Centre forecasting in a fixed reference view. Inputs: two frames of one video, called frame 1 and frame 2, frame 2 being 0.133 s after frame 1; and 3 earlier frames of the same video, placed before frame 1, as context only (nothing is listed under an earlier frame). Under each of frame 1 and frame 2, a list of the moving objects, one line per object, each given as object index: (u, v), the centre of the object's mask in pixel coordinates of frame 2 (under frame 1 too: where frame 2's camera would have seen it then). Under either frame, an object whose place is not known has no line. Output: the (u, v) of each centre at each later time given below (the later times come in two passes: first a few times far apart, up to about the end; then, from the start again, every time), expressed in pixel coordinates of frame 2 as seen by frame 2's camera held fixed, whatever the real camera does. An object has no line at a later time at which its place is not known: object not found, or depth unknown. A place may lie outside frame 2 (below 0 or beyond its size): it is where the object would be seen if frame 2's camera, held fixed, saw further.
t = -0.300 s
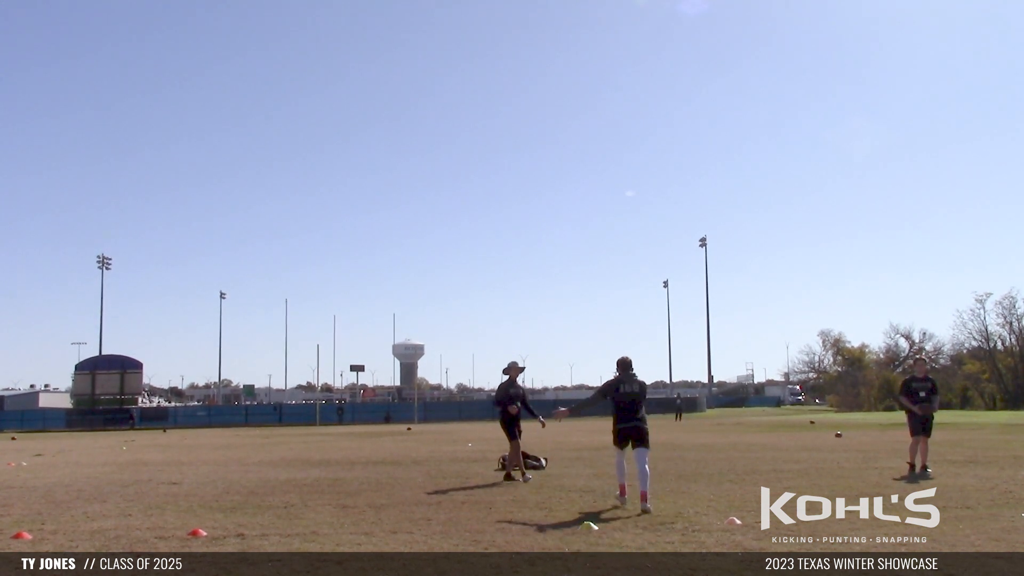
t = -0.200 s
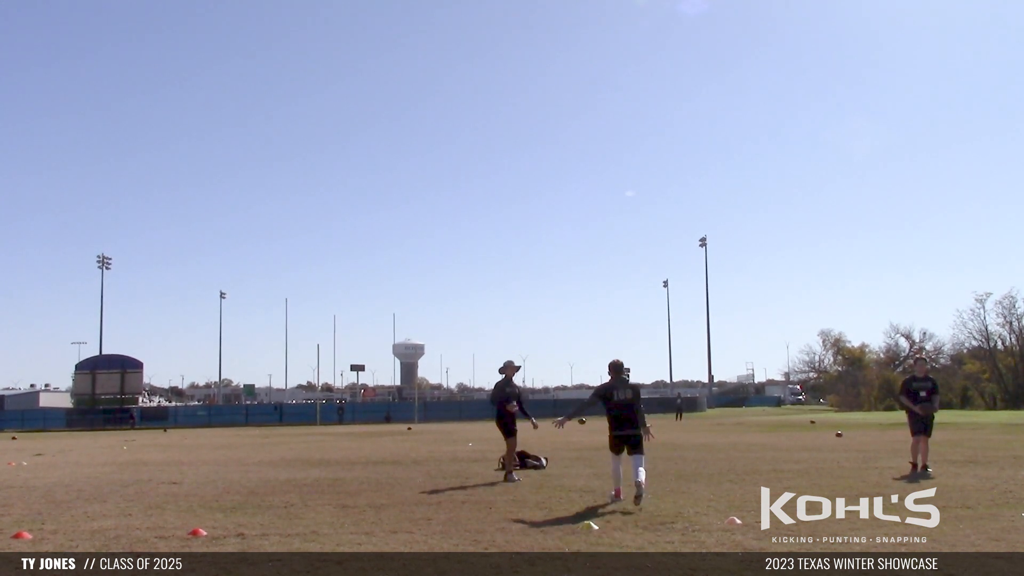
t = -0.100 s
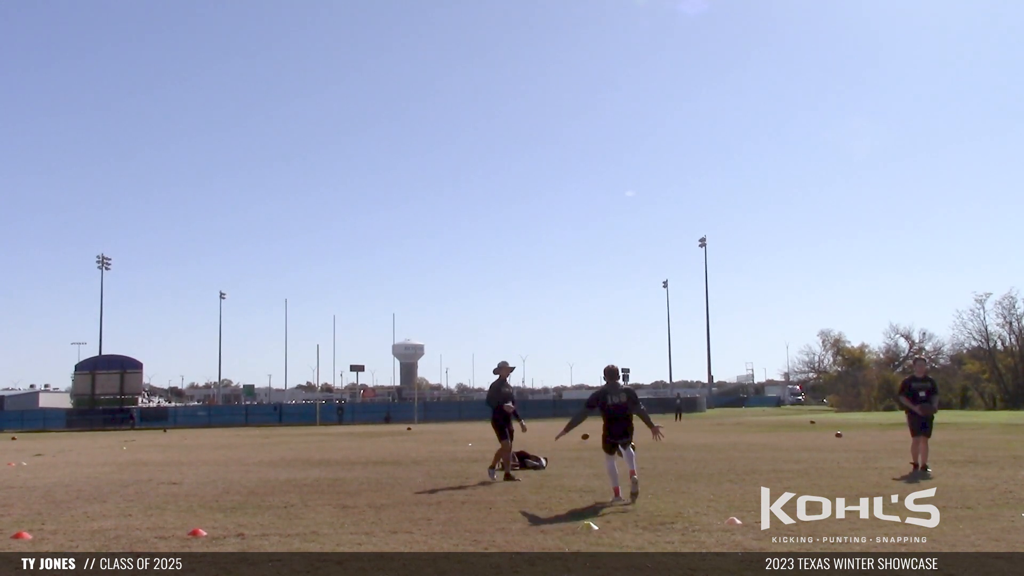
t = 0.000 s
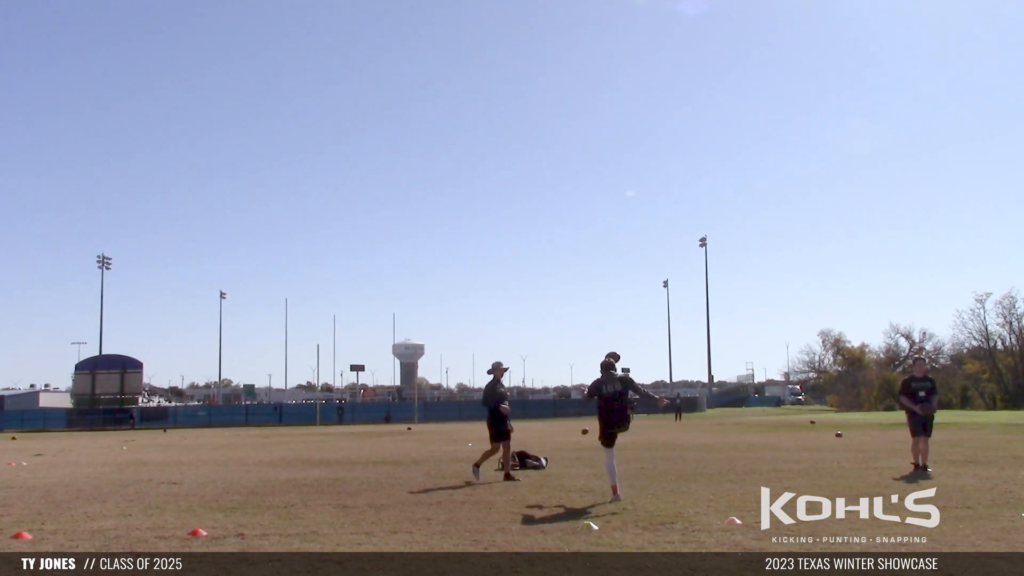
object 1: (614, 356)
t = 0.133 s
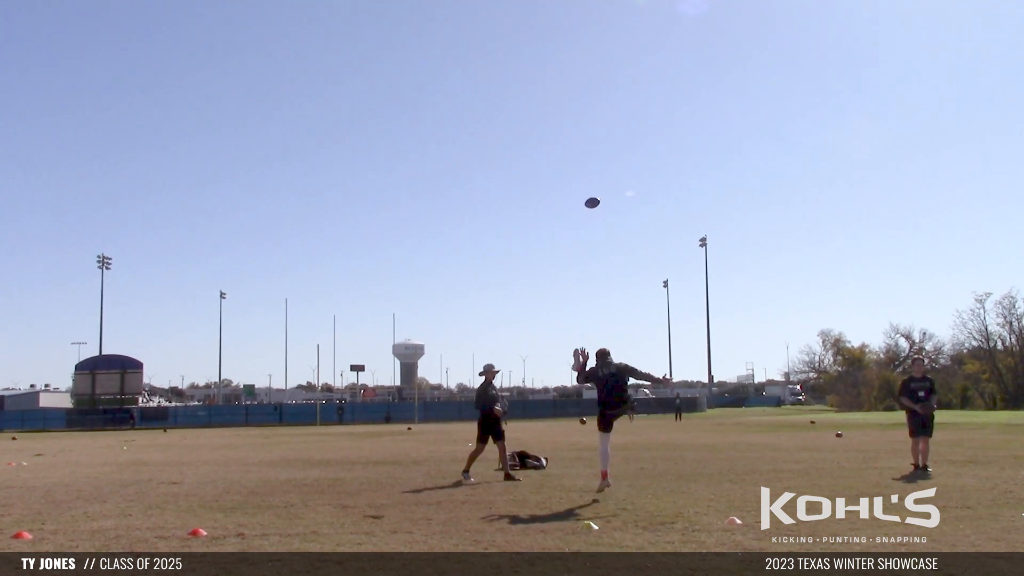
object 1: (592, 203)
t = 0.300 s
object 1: (574, 92)
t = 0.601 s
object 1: (548, 12)
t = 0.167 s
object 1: (588, 175)
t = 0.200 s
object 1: (584, 150)
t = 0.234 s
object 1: (581, 128)
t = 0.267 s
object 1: (578, 109)
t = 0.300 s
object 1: (574, 92)
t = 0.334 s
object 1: (571, 77)
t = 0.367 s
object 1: (568, 65)
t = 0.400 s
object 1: (565, 53)
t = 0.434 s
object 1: (562, 43)
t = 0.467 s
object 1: (559, 35)
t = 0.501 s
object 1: (556, 28)
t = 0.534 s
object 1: (553, 22)
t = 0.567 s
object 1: (550, 16)
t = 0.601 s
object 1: (548, 12)
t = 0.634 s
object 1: (545, 8)
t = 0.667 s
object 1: (542, 4)
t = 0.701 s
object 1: (539, 3)
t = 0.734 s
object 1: (537, 2)
